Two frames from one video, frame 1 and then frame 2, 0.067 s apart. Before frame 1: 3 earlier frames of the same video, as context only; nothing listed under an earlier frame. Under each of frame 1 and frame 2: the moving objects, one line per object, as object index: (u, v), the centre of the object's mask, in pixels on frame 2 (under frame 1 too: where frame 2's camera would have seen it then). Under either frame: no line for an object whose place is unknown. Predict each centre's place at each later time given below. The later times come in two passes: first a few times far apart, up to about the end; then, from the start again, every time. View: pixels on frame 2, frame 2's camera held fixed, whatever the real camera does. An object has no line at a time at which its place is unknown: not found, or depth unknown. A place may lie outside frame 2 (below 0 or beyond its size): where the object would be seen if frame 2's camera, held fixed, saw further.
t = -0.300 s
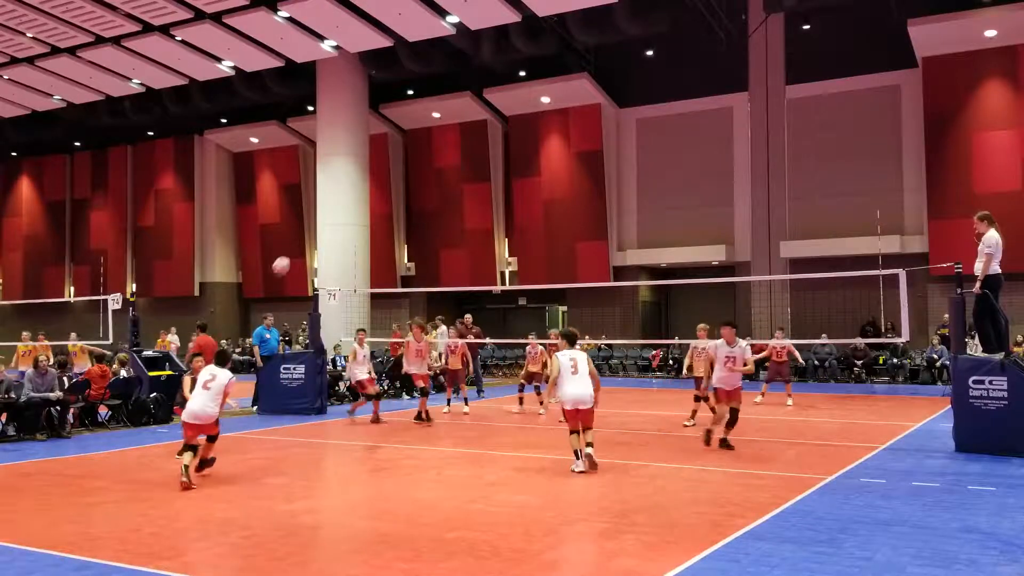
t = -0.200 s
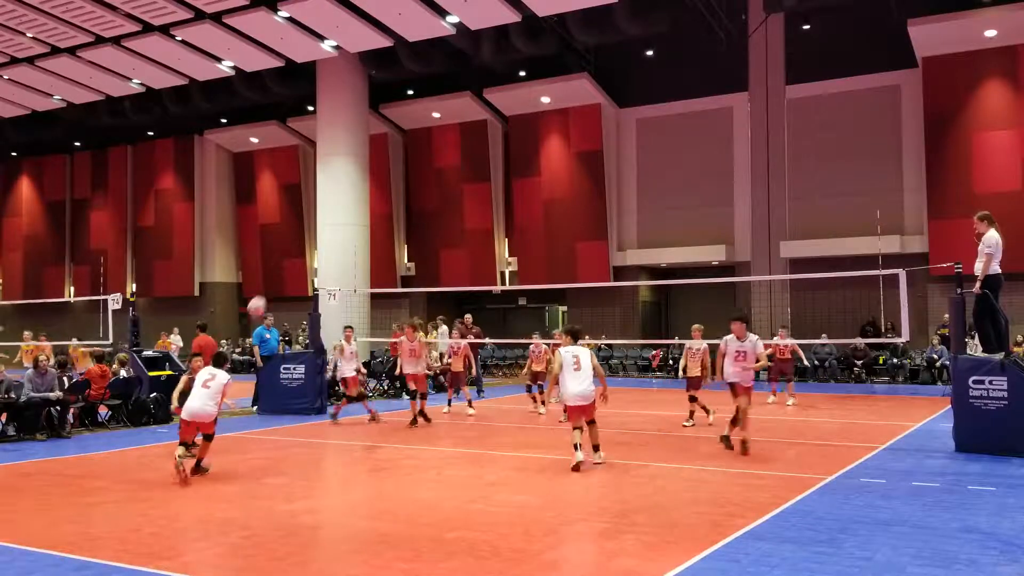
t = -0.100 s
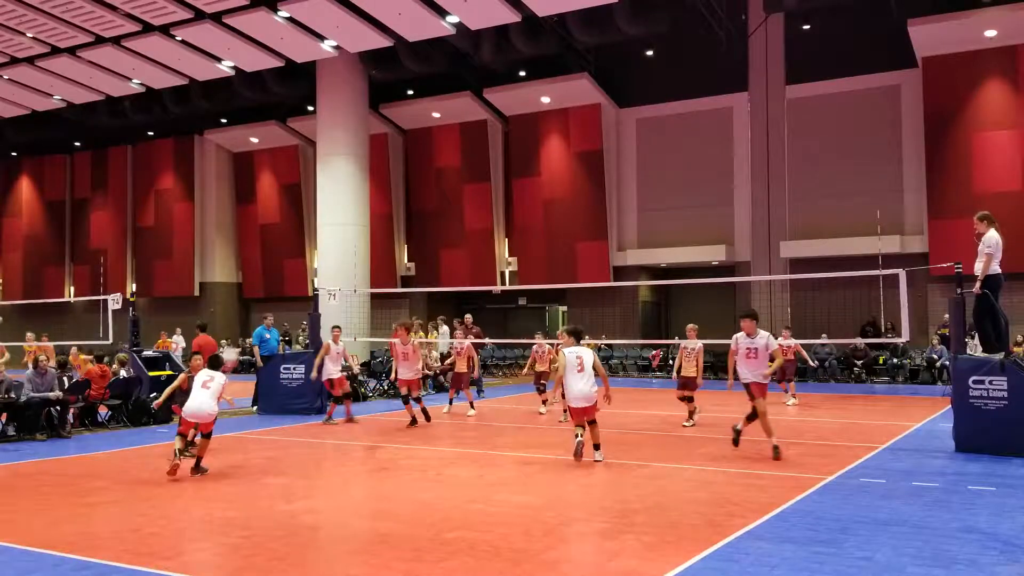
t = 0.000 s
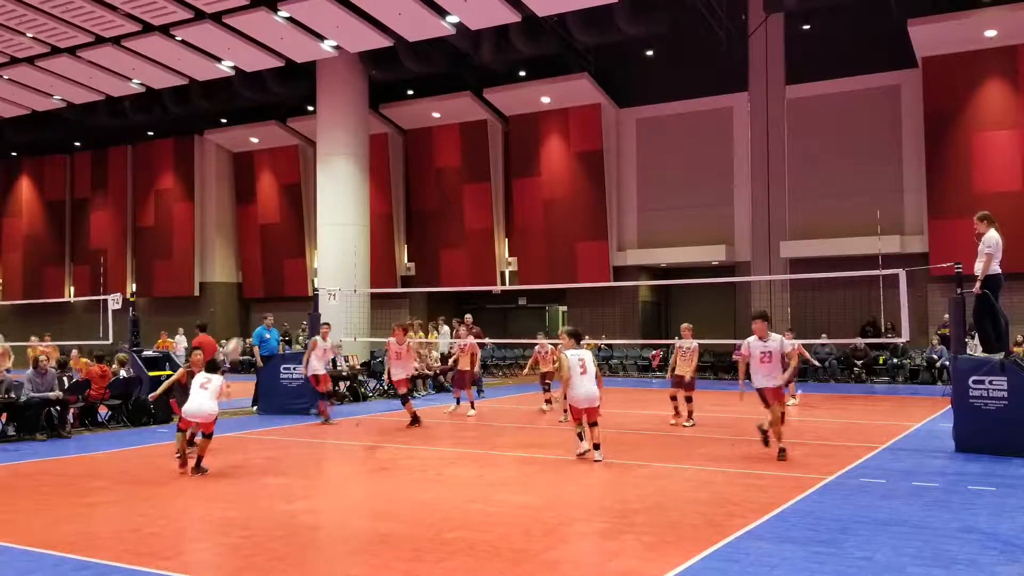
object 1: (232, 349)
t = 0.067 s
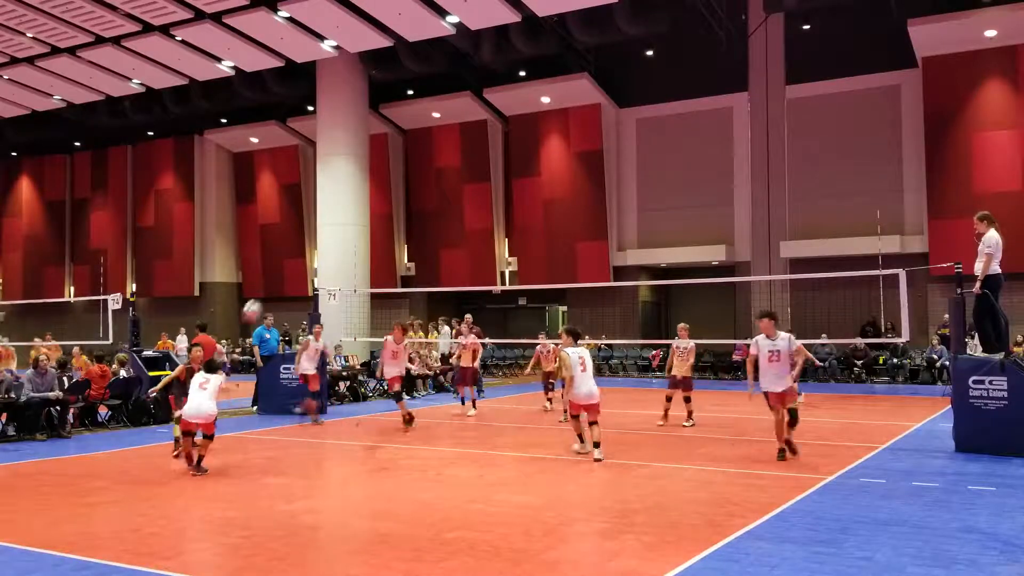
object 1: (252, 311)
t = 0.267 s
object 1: (303, 224)
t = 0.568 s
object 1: (371, 162)
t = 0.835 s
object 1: (424, 163)
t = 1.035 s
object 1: (460, 194)
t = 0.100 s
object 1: (260, 294)
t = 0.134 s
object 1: (270, 277)
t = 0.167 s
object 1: (279, 262)
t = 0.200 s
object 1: (287, 248)
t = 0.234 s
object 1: (295, 236)
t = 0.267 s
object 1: (303, 224)
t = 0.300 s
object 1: (311, 213)
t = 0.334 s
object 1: (317, 204)
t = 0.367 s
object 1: (327, 196)
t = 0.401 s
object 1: (335, 189)
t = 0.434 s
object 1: (342, 183)
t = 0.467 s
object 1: (350, 176)
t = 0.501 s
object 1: (356, 170)
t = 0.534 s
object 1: (365, 165)
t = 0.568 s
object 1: (371, 162)
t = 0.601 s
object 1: (378, 160)
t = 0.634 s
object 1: (385, 158)
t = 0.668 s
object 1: (391, 157)
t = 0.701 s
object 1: (399, 157)
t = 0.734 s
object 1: (405, 158)
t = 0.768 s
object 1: (412, 159)
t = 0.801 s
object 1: (417, 161)
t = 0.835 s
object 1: (424, 163)
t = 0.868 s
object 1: (431, 167)
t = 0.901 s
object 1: (436, 171)
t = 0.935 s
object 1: (443, 176)
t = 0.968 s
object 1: (448, 181)
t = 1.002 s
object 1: (454, 187)
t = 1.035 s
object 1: (460, 194)
